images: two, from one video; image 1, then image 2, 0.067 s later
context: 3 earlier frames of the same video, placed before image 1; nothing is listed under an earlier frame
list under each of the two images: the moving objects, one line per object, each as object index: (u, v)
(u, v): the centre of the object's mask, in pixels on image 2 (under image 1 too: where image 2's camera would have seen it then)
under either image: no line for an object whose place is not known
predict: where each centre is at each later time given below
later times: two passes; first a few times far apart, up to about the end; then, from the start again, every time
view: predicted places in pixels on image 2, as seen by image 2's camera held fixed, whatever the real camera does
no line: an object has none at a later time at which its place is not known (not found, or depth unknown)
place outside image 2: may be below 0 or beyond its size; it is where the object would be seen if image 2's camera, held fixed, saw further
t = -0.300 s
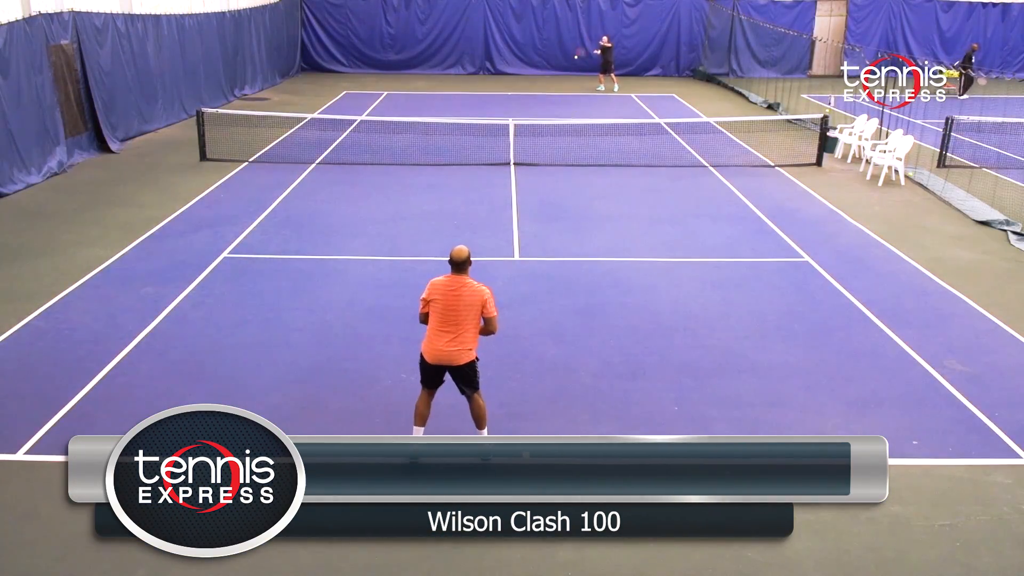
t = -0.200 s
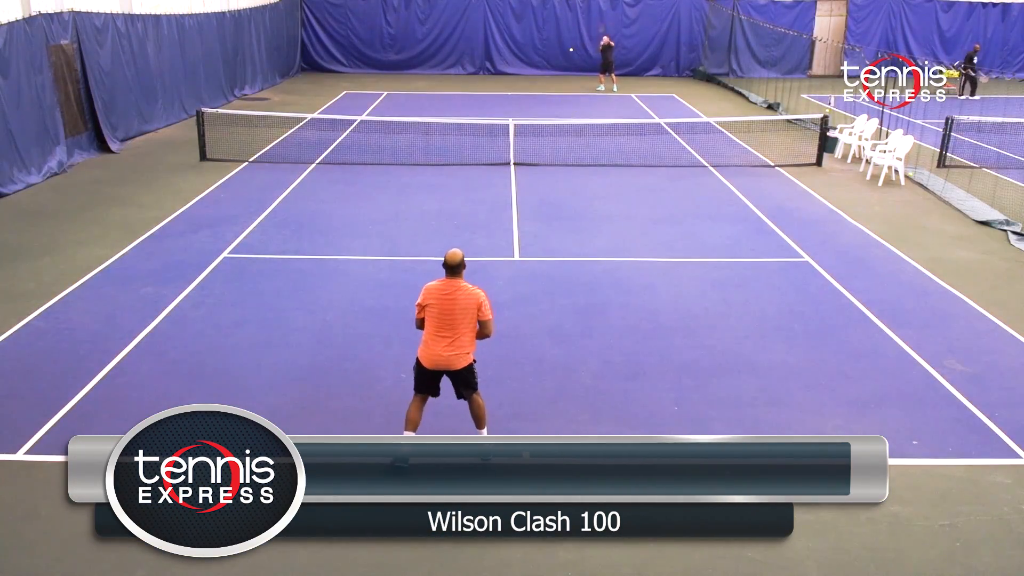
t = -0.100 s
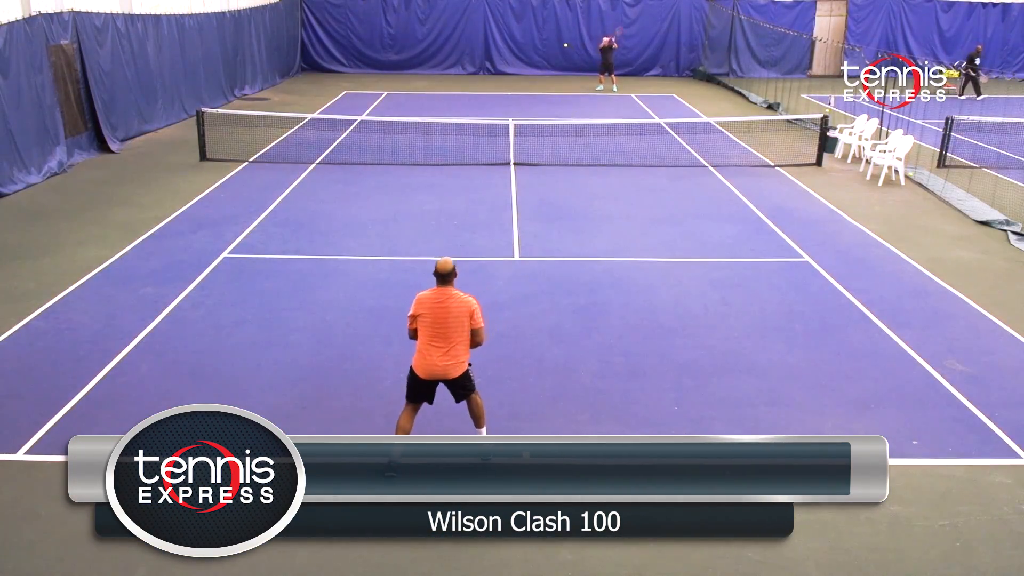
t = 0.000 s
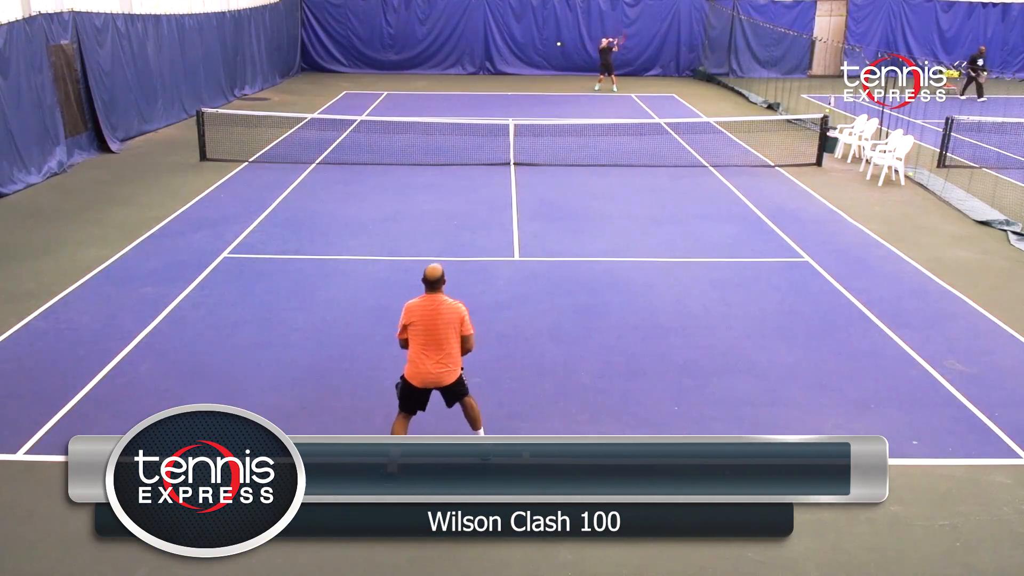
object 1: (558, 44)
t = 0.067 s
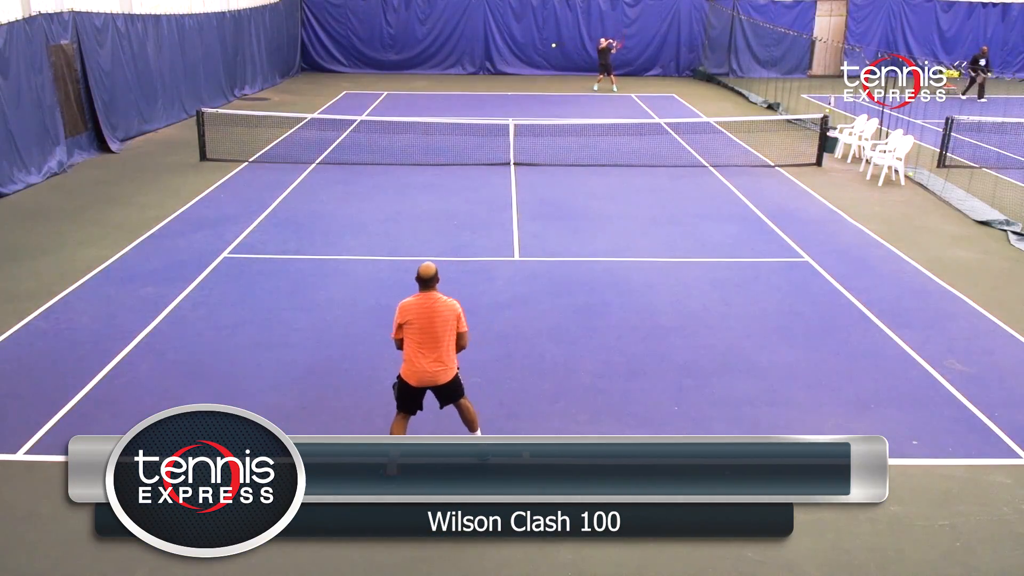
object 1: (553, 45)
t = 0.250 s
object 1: (536, 61)
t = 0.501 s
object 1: (503, 123)
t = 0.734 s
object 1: (459, 245)
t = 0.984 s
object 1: (422, 241)
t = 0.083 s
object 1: (552, 46)
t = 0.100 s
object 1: (550, 47)
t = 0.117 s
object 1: (549, 48)
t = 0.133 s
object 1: (548, 49)
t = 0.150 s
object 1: (546, 50)
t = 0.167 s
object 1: (544, 52)
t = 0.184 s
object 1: (543, 53)
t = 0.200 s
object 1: (541, 55)
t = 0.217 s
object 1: (539, 57)
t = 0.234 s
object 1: (537, 59)
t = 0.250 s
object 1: (536, 61)
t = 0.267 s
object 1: (534, 64)
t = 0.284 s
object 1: (532, 66)
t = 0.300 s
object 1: (530, 69)
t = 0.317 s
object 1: (528, 72)
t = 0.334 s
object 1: (526, 76)
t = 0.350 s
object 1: (524, 79)
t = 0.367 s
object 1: (522, 83)
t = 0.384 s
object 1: (520, 87)
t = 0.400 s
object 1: (517, 91)
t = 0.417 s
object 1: (515, 96)
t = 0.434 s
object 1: (513, 101)
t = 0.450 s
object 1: (510, 106)
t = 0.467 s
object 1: (508, 111)
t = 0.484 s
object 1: (506, 116)
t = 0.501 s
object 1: (503, 123)
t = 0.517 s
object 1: (500, 129)
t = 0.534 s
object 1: (498, 136)
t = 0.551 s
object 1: (496, 142)
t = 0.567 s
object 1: (492, 150)
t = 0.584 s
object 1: (490, 157)
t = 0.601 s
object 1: (486, 166)
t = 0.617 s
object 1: (483, 174)
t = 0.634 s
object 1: (480, 183)
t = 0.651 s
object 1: (477, 192)
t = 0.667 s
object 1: (474, 202)
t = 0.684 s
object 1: (470, 212)
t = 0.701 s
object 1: (466, 223)
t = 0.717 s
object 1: (463, 234)
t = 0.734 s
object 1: (459, 245)
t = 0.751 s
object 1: (455, 257)
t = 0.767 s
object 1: (452, 267)
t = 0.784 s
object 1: (449, 265)
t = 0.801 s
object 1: (448, 262)
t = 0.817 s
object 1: (445, 258)
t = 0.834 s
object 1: (443, 255)
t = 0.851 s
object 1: (441, 253)
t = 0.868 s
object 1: (439, 251)
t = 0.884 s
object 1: (437, 249)
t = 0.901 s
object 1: (434, 247)
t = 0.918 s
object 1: (432, 245)
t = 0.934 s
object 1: (430, 244)
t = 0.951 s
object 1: (427, 243)
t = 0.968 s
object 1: (425, 241)
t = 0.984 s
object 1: (422, 241)
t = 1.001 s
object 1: (422, 240)
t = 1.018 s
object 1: (417, 240)
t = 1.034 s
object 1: (414, 239)
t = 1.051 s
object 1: (411, 240)
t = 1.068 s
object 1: (408, 240)
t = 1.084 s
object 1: (405, 241)
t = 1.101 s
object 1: (402, 242)
